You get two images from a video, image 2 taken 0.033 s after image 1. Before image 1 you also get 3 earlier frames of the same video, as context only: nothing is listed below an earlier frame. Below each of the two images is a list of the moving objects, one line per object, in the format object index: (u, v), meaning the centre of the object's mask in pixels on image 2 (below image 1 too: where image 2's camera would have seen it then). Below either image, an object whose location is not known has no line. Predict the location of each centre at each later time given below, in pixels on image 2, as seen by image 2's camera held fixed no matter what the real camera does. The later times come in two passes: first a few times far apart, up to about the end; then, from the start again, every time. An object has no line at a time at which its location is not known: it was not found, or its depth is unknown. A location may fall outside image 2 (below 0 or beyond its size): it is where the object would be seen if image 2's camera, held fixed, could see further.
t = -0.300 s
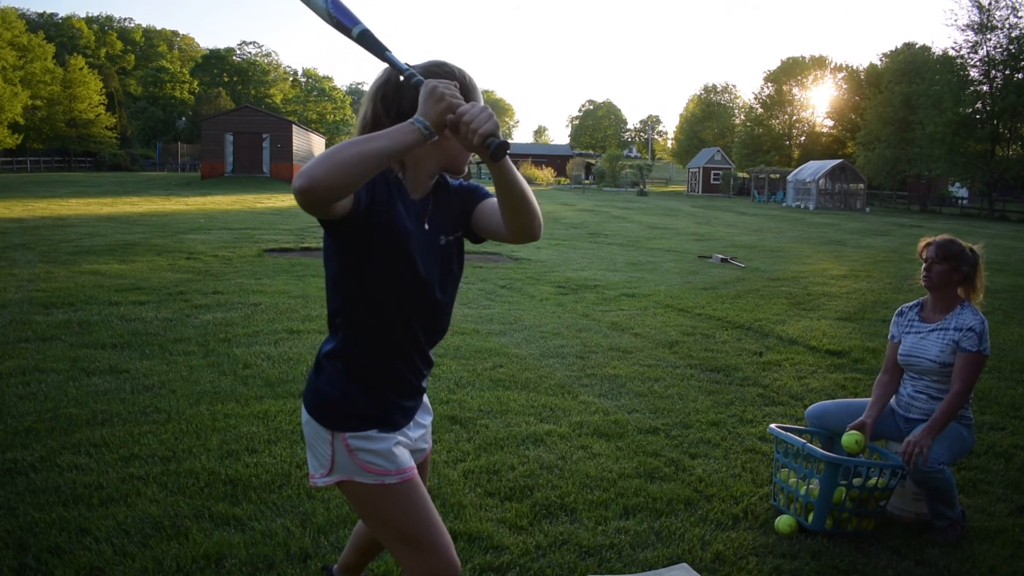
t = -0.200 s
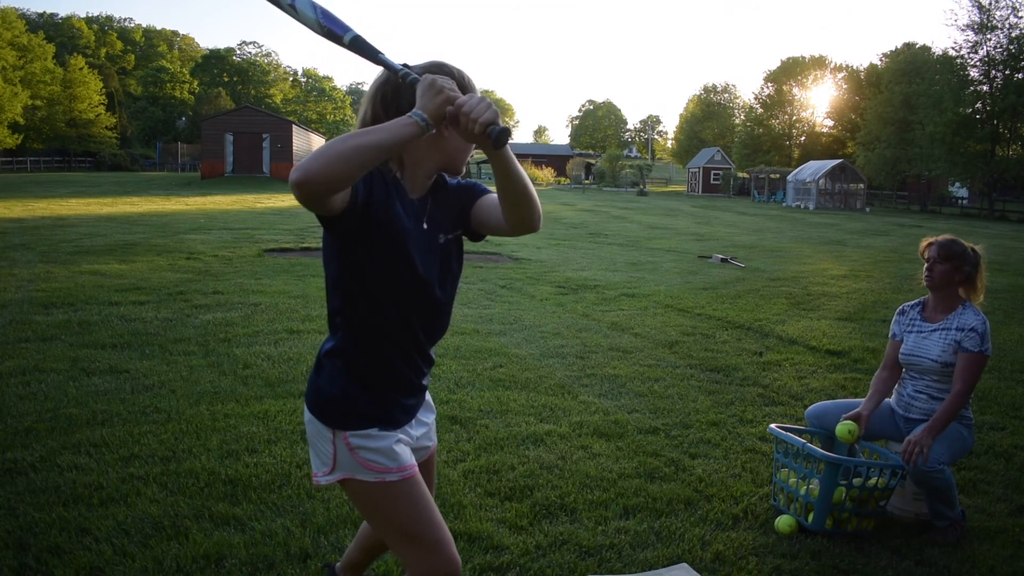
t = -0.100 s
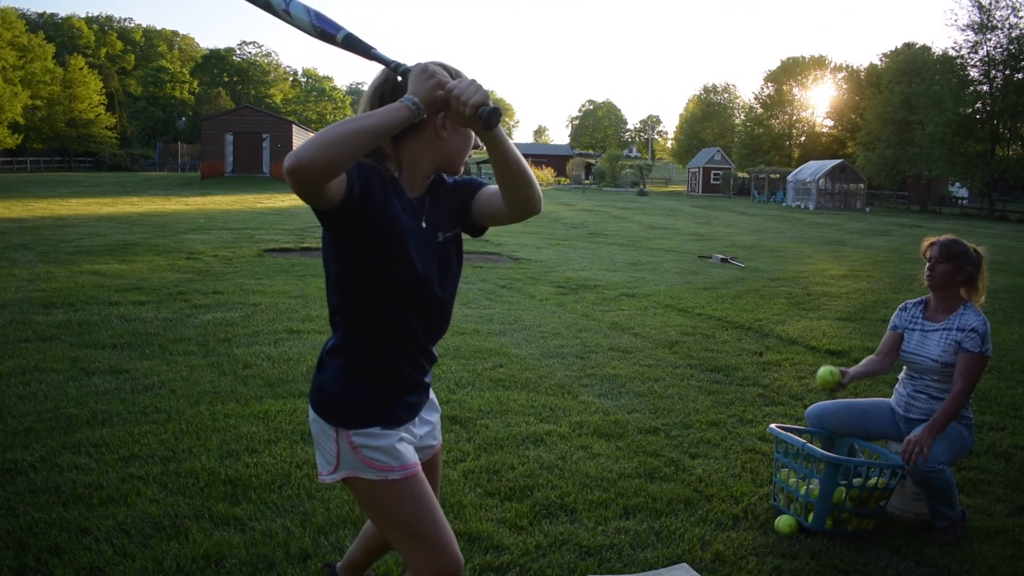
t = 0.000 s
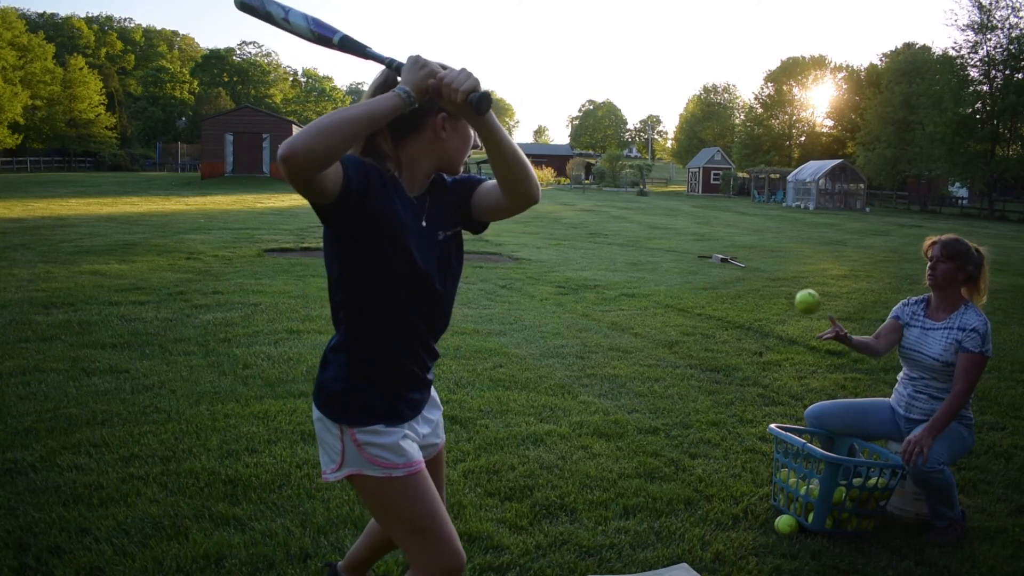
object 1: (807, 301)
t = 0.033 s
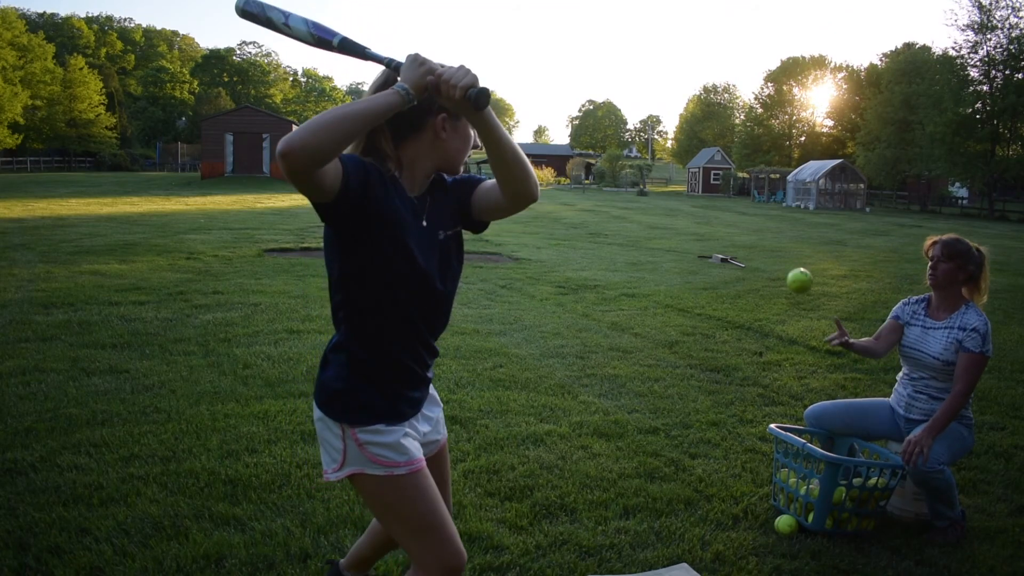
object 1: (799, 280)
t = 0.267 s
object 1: (736, 207)
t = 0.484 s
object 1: (663, 270)
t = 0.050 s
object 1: (796, 271)
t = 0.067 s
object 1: (792, 262)
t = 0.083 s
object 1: (787, 254)
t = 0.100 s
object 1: (783, 246)
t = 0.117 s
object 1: (779, 239)
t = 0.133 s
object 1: (774, 233)
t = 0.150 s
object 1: (770, 227)
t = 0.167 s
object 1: (765, 222)
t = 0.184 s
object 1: (760, 218)
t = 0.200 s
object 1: (756, 214)
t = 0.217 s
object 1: (751, 211)
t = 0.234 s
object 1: (746, 209)
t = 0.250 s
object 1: (741, 208)
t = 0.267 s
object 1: (736, 207)
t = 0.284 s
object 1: (731, 207)
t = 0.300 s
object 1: (726, 208)
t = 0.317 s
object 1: (720, 210)
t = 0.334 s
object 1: (715, 212)
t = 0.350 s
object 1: (709, 215)
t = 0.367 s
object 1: (704, 219)
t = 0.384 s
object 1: (698, 224)
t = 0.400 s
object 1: (692, 230)
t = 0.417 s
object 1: (687, 236)
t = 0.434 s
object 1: (681, 243)
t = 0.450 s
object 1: (675, 251)
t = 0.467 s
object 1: (669, 260)
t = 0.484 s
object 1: (663, 270)
